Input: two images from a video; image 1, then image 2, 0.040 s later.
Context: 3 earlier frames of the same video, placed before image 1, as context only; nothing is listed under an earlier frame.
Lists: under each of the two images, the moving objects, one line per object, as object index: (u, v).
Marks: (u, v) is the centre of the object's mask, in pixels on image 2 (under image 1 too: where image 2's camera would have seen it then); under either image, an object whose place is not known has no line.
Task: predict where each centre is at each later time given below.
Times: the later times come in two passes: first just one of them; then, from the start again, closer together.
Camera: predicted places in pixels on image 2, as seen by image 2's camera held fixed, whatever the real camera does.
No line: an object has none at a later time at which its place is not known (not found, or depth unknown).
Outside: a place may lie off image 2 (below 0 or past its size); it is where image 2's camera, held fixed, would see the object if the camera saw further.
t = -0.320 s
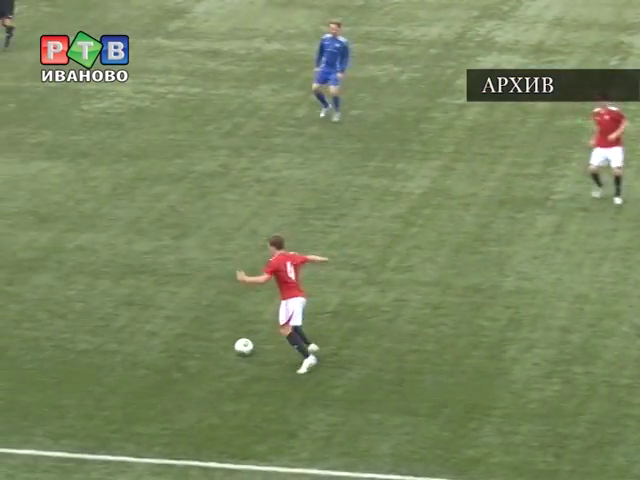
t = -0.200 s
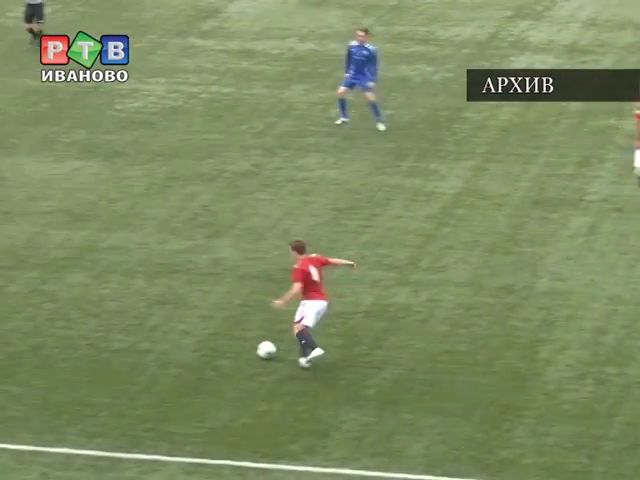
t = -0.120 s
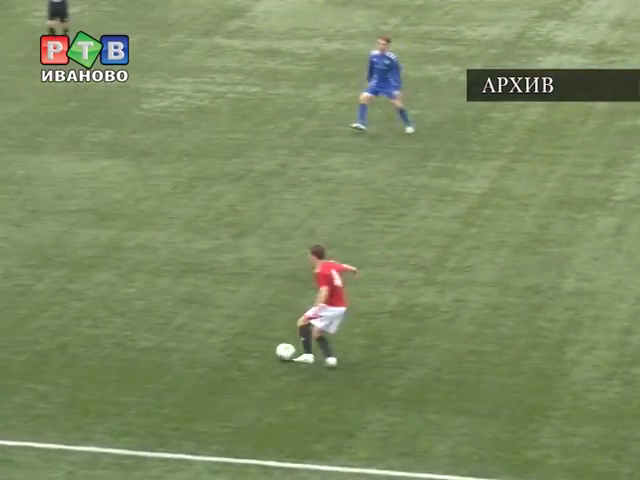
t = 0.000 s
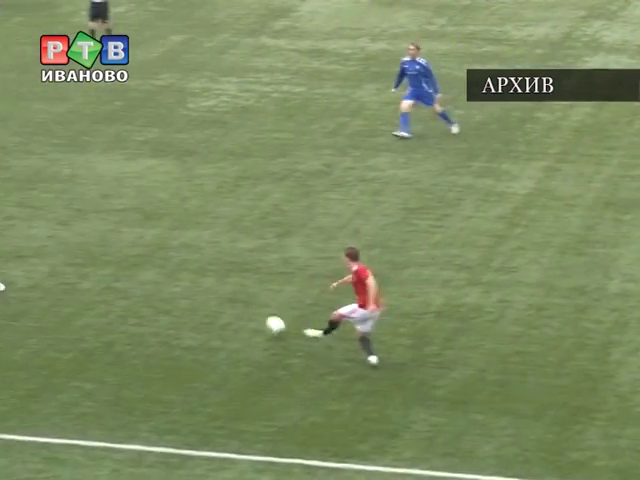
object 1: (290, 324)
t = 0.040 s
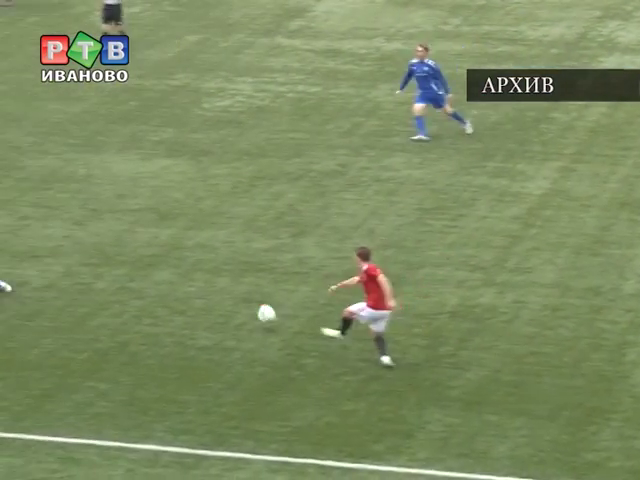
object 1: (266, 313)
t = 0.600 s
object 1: (28, 217)
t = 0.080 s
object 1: (244, 303)
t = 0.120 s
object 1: (221, 295)
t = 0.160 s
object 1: (200, 288)
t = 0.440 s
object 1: (79, 239)
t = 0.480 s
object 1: (66, 232)
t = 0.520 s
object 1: (53, 227)
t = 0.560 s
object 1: (40, 222)
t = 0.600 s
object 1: (28, 217)
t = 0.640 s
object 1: (18, 210)
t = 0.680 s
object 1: (6, 206)
